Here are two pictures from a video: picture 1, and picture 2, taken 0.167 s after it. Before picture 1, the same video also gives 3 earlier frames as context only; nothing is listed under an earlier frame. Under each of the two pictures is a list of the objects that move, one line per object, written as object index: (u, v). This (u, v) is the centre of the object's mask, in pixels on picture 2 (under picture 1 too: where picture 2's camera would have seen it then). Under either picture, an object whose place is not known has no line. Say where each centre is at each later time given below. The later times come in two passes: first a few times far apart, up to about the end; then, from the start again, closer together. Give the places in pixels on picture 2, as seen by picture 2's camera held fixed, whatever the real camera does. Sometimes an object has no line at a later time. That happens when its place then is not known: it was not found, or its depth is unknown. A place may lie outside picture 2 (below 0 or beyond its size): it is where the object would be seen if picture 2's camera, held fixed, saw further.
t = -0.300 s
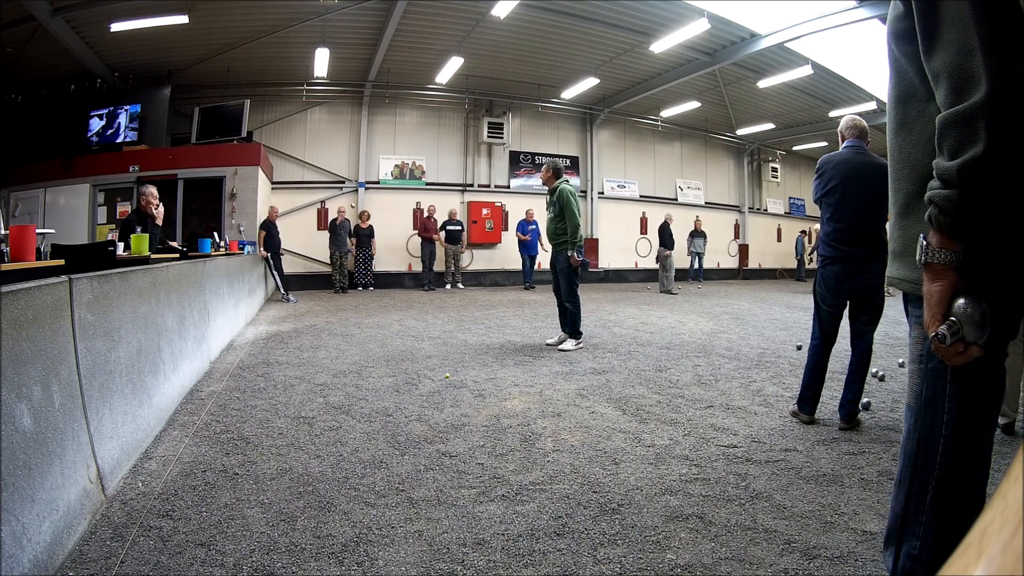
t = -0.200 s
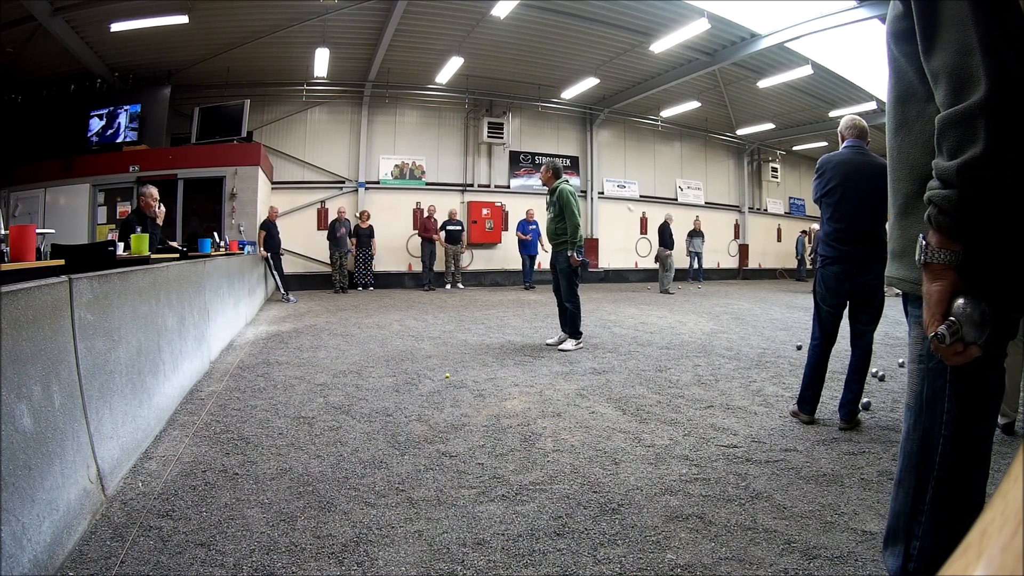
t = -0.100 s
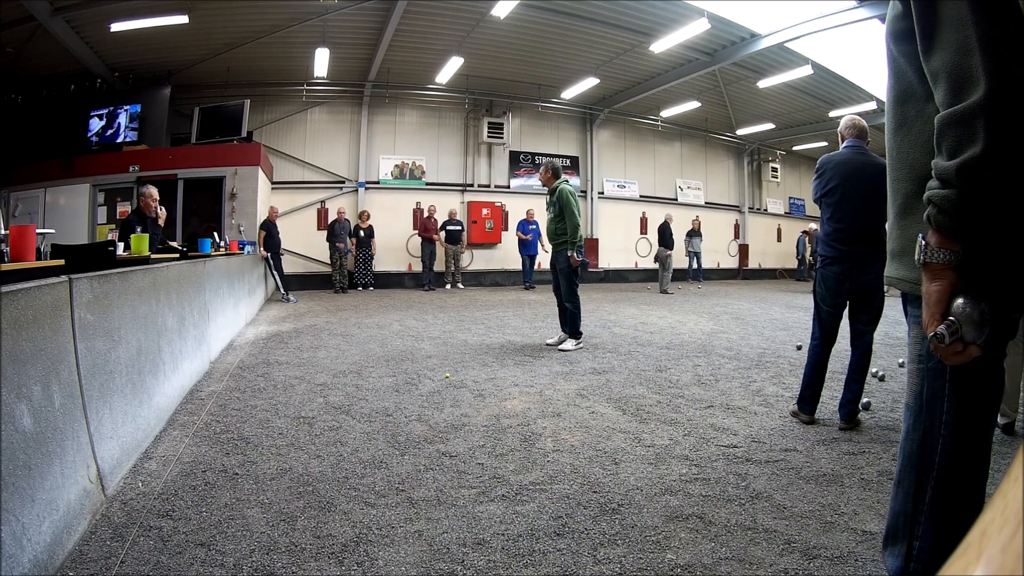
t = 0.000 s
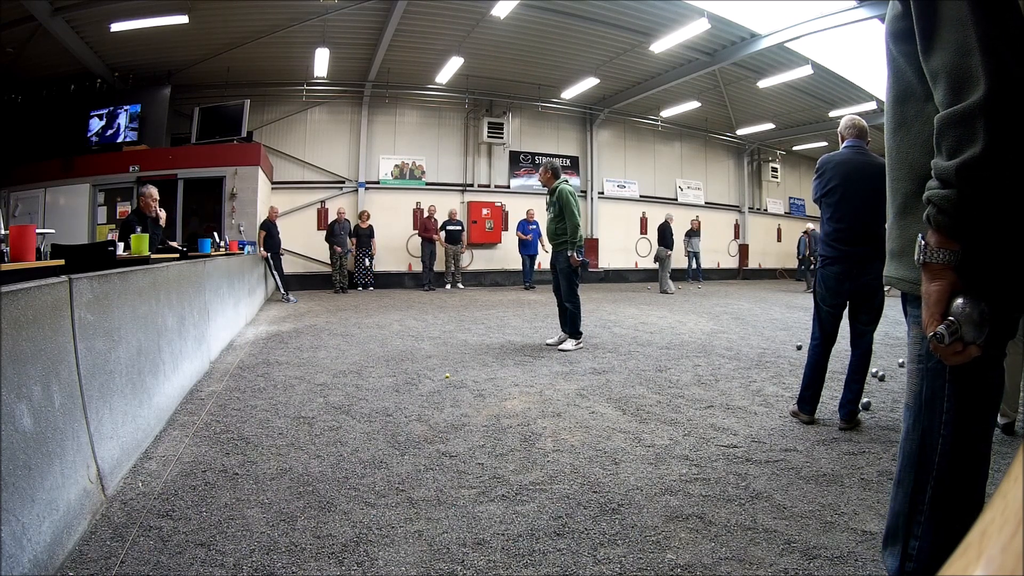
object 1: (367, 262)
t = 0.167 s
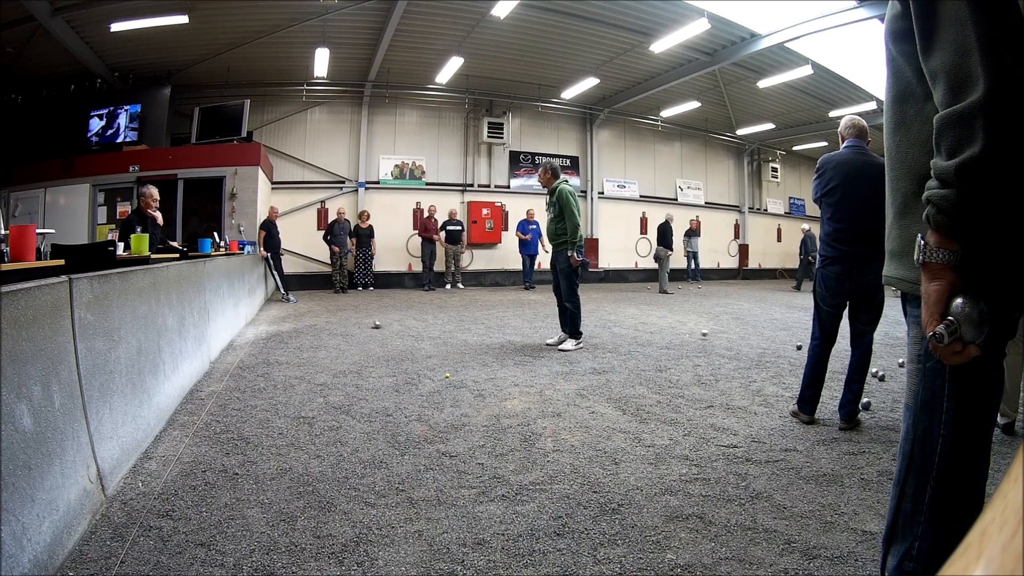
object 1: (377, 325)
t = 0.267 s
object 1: (381, 328)
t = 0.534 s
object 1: (389, 340)
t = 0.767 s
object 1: (398, 347)
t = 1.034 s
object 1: (405, 358)
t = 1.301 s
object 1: (410, 367)
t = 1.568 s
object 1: (415, 377)
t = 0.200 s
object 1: (378, 325)
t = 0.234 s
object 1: (379, 326)
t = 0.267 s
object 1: (381, 328)
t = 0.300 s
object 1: (382, 331)
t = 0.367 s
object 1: (384, 333)
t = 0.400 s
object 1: (385, 335)
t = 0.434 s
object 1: (386, 336)
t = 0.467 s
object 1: (387, 337)
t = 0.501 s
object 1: (388, 338)
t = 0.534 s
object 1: (389, 340)
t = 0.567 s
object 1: (391, 340)
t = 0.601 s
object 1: (392, 341)
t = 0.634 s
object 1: (393, 343)
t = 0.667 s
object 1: (395, 343)
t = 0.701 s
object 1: (396, 344)
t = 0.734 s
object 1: (397, 346)
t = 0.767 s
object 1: (398, 347)
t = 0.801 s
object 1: (399, 348)
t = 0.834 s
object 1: (400, 349)
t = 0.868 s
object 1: (401, 351)
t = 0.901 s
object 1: (402, 352)
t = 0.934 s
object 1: (403, 353)
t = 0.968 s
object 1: (404, 354)
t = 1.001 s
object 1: (404, 356)
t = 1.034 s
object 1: (405, 358)
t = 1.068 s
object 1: (406, 358)
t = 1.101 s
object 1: (406, 360)
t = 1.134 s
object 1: (407, 361)
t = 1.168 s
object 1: (408, 363)
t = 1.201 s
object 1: (408, 363)
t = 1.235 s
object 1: (409, 364)
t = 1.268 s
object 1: (410, 366)
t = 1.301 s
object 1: (410, 367)
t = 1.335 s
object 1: (411, 369)
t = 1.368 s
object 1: (412, 370)
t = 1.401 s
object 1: (413, 371)
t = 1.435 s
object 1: (413, 372)
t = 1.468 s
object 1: (413, 373)
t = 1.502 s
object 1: (414, 374)
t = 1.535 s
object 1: (414, 375)
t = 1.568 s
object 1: (415, 377)
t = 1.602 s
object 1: (416, 378)
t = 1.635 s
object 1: (416, 379)
